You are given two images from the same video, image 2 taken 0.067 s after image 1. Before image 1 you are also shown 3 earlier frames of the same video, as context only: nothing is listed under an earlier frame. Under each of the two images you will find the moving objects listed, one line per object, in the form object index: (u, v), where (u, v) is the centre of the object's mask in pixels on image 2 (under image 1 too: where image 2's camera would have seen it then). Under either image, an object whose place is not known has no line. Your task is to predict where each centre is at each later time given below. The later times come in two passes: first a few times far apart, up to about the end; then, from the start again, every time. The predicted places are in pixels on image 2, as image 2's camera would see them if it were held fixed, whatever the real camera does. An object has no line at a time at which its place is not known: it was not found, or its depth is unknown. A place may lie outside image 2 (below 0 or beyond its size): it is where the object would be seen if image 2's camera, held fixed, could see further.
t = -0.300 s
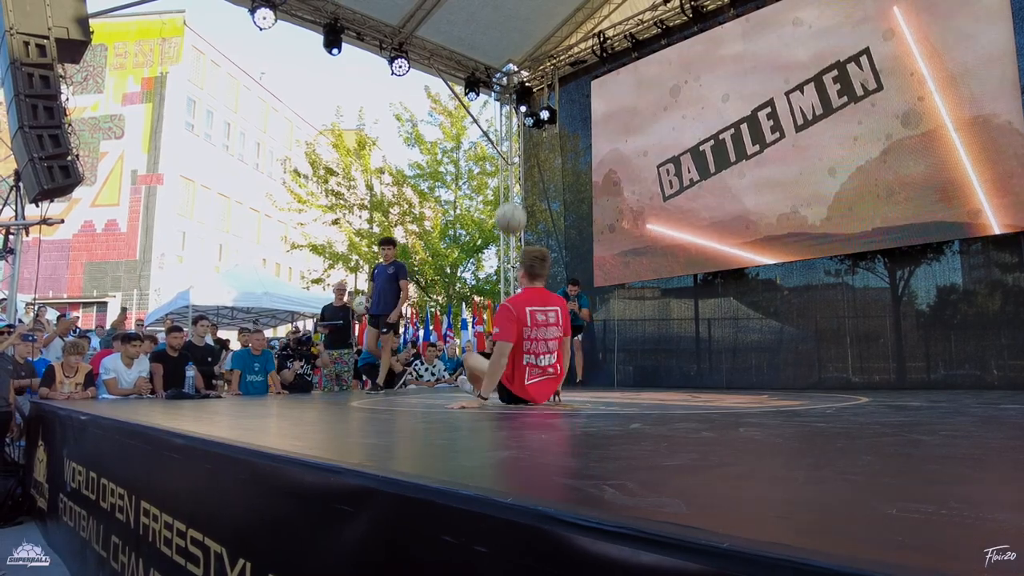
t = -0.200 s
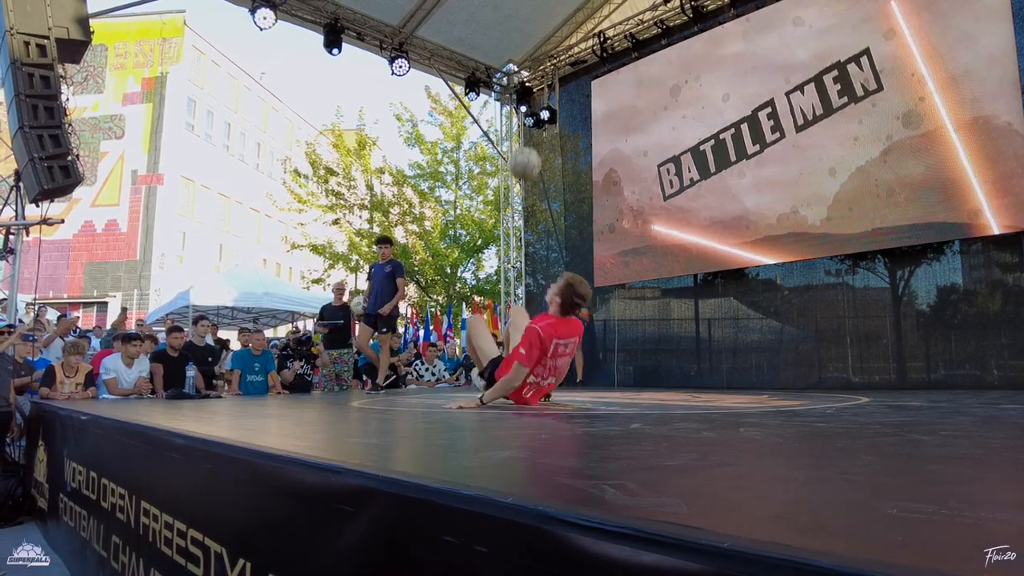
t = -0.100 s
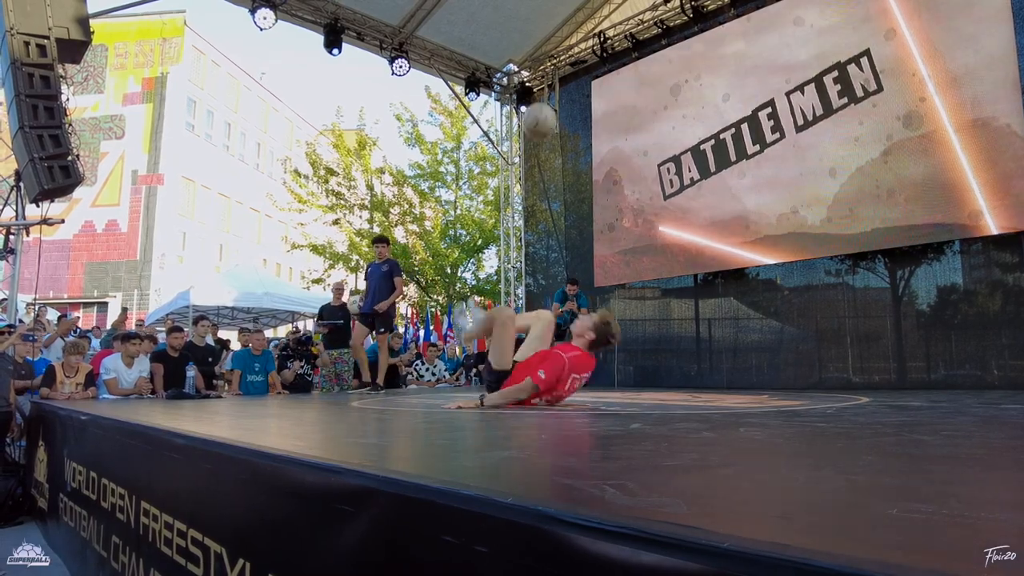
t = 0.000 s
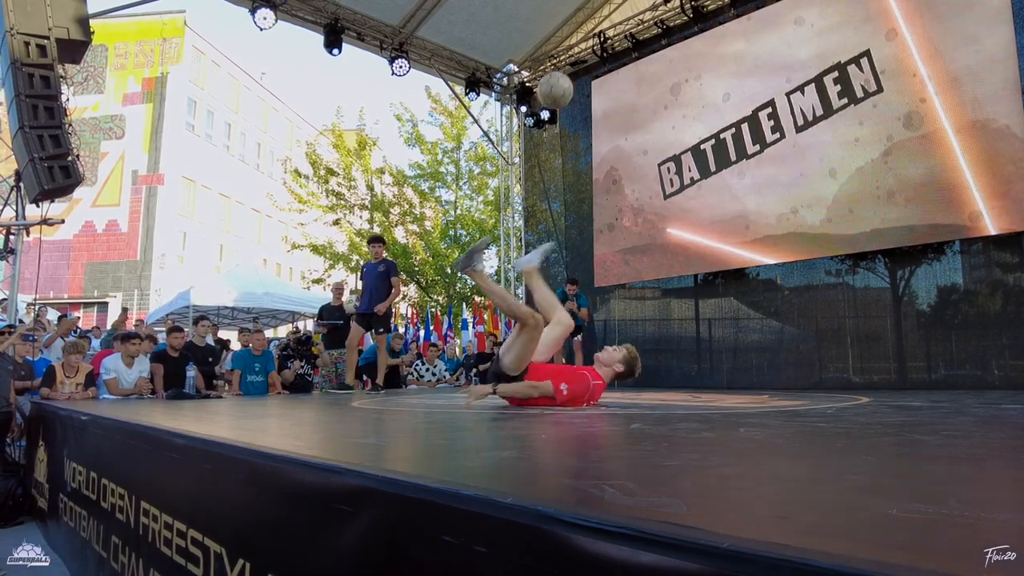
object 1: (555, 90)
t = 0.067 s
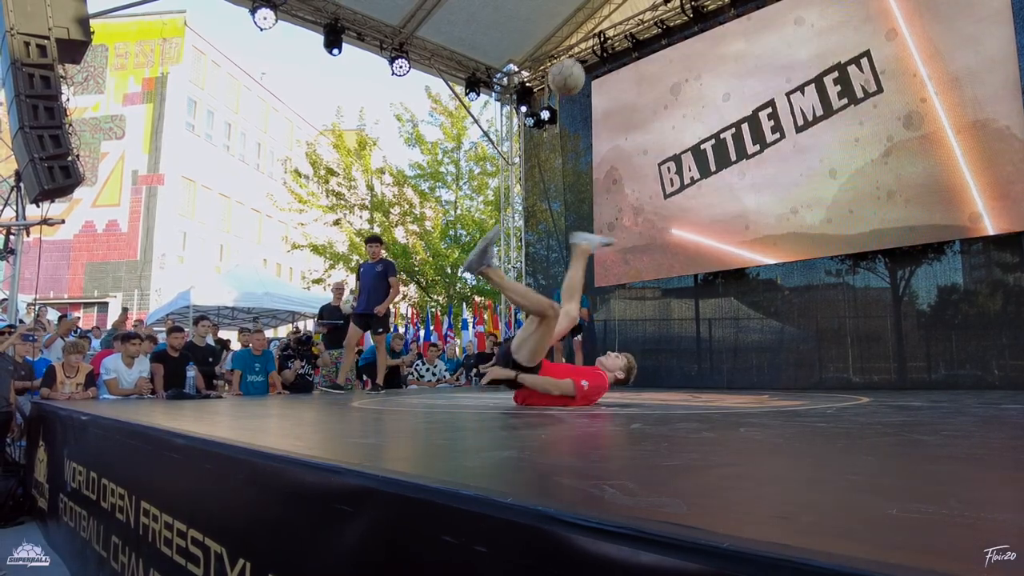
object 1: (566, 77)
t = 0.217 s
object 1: (594, 72)
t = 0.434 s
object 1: (643, 137)
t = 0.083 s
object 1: (569, 75)
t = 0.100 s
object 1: (572, 74)
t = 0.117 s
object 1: (575, 72)
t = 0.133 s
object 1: (578, 71)
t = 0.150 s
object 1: (581, 71)
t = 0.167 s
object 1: (584, 70)
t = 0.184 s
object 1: (587, 70)
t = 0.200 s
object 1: (591, 71)
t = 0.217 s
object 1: (594, 72)
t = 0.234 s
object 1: (597, 74)
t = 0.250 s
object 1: (600, 76)
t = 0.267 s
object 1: (604, 79)
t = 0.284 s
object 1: (607, 82)
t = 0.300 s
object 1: (611, 86)
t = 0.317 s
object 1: (614, 90)
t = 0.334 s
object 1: (619, 96)
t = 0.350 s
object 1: (622, 101)
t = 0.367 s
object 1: (626, 106)
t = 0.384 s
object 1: (630, 113)
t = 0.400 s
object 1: (634, 120)
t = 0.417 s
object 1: (638, 128)
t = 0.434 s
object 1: (643, 137)
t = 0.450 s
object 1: (647, 147)
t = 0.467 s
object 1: (651, 156)
